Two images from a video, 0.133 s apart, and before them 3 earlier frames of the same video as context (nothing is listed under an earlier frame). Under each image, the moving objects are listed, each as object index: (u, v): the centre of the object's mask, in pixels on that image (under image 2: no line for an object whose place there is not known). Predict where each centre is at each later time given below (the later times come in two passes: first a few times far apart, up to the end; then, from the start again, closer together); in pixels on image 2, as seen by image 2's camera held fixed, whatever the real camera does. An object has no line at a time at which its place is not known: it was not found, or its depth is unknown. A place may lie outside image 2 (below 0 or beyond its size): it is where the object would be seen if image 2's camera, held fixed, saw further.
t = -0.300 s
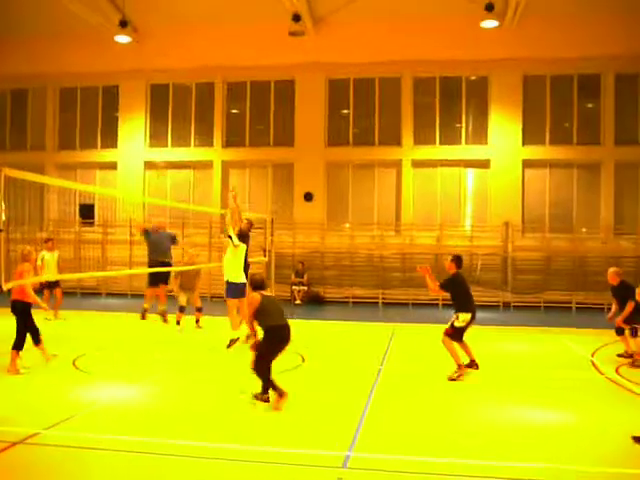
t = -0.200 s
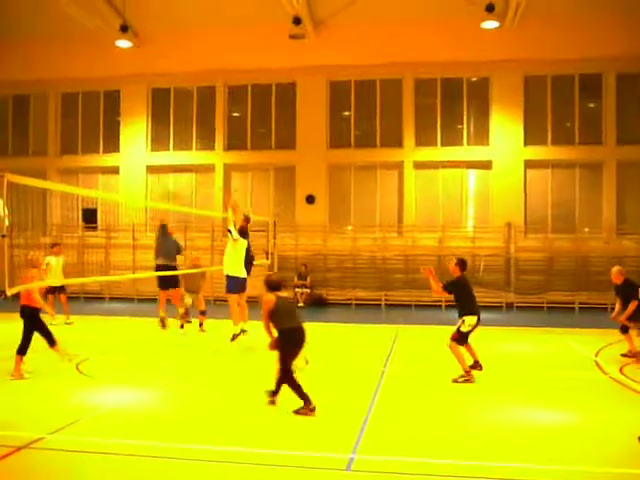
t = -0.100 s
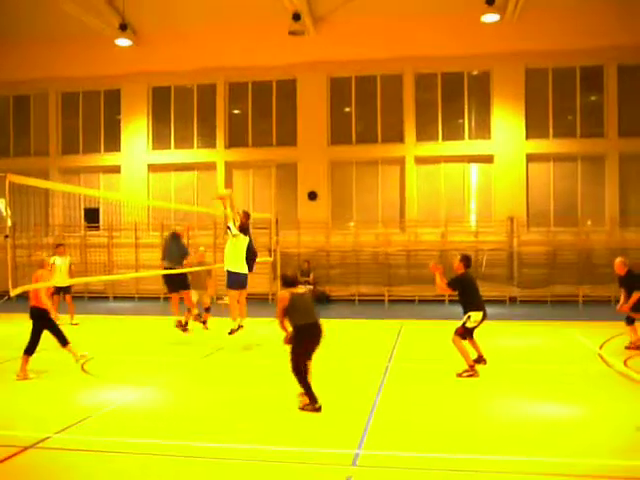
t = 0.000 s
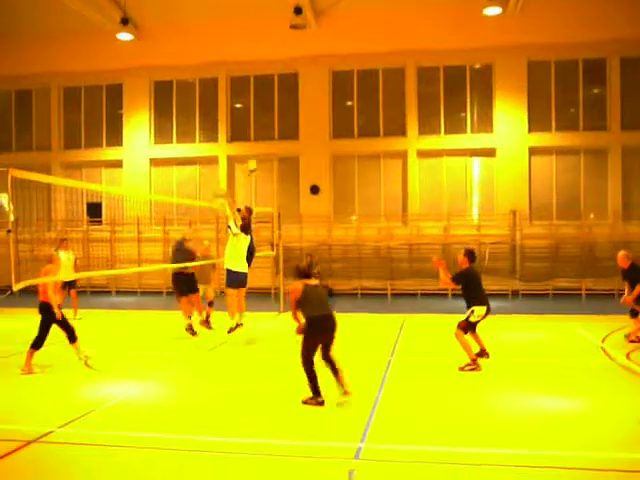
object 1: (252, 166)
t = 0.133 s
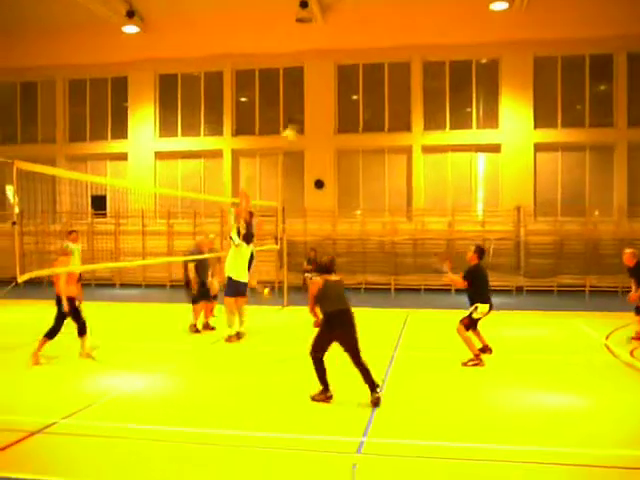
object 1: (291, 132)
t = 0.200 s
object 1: (308, 123)
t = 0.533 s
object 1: (406, 118)
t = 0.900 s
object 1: (547, 221)
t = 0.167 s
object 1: (296, 128)
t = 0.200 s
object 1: (308, 123)
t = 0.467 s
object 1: (386, 116)
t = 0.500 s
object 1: (395, 118)
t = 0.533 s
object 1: (406, 118)
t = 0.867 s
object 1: (533, 207)
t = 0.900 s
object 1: (547, 221)
